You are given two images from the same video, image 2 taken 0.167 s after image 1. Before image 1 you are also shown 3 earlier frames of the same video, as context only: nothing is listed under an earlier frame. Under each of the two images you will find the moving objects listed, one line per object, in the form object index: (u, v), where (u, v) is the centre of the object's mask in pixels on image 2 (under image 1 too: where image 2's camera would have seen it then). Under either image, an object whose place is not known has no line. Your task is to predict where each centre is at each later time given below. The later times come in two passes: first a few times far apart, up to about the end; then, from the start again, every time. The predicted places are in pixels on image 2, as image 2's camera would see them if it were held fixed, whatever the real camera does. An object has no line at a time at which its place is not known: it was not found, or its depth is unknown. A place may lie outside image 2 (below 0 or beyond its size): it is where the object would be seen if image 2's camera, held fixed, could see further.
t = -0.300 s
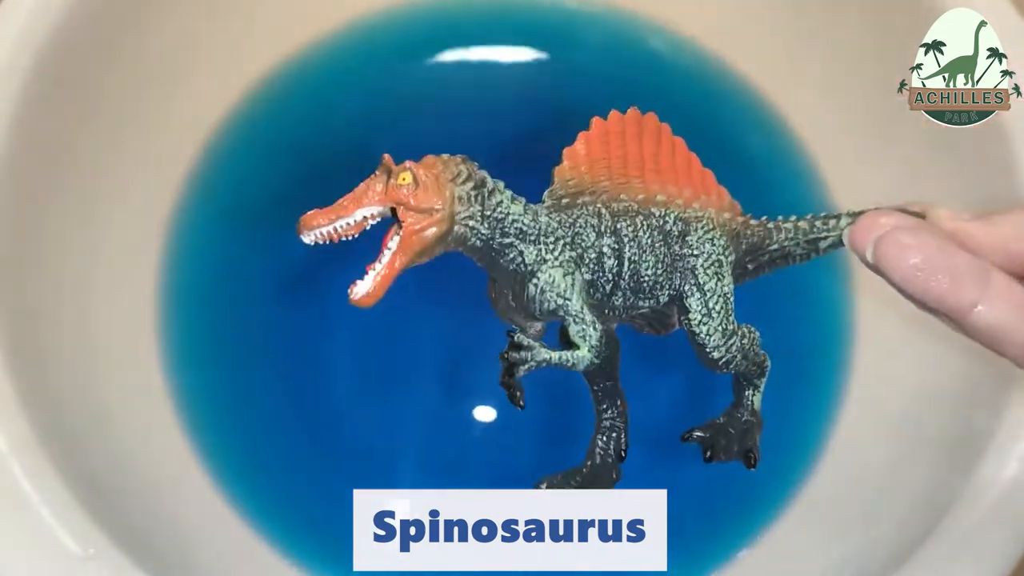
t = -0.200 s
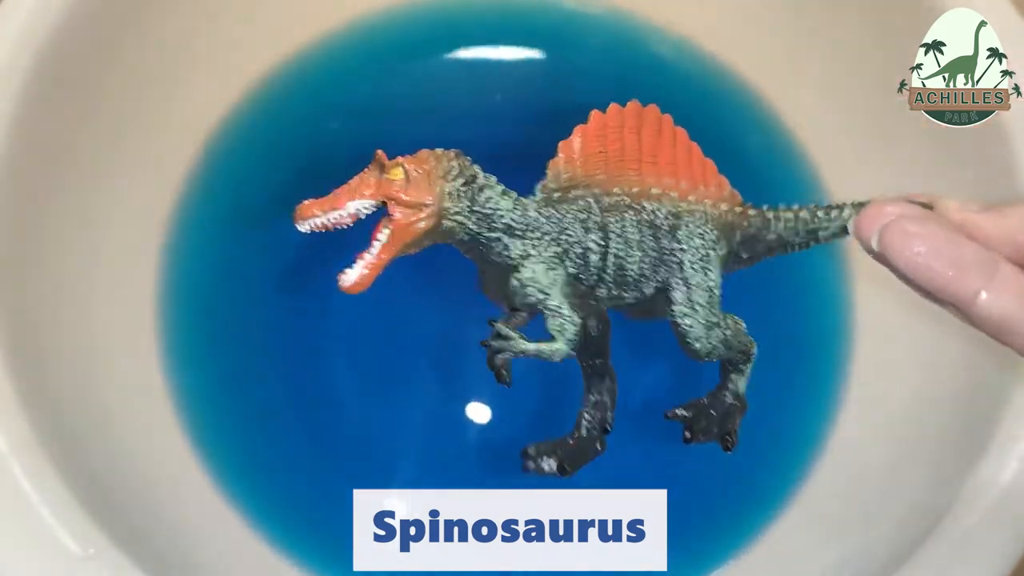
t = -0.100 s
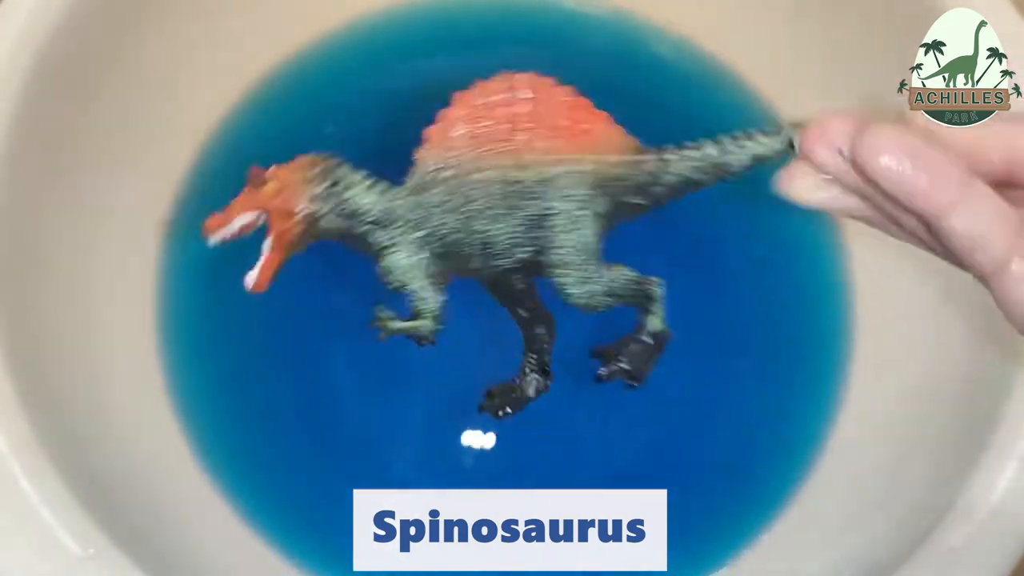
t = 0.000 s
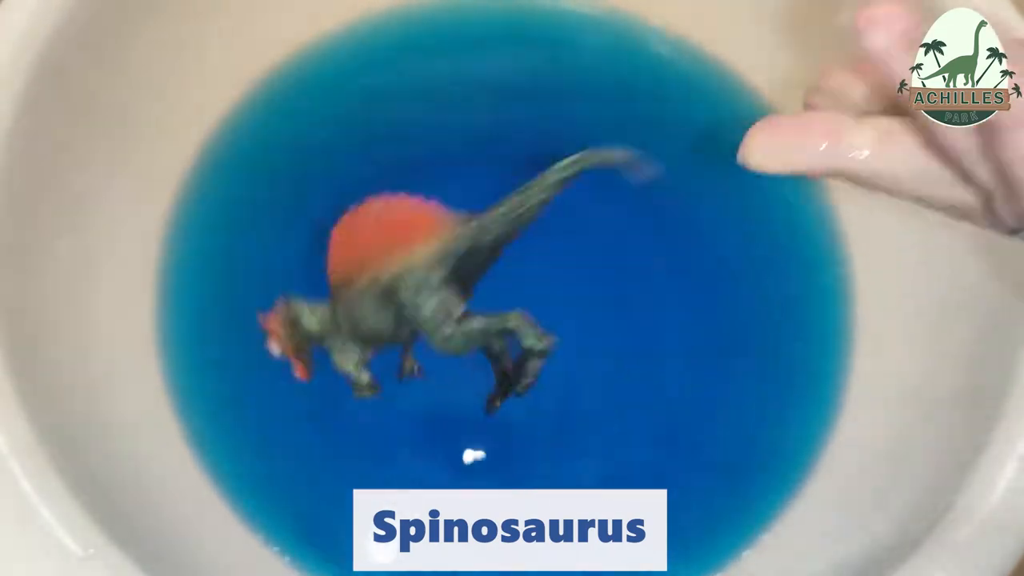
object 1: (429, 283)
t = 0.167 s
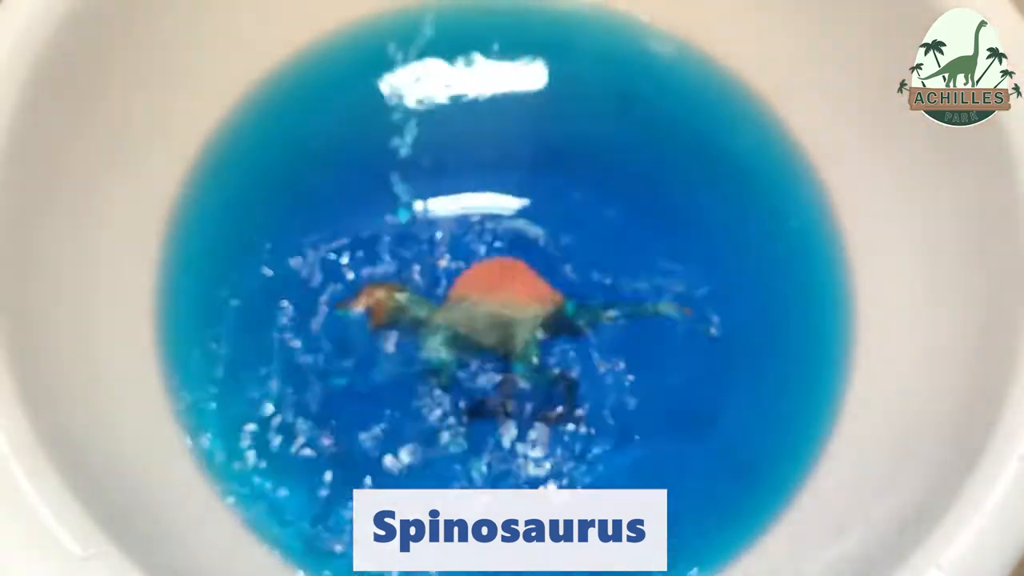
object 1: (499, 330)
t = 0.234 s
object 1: (538, 339)
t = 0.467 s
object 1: (597, 308)
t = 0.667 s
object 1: (616, 288)
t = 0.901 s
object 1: (646, 272)
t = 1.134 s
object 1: (666, 263)
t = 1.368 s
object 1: (668, 257)
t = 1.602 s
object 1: (668, 239)
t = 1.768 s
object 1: (673, 233)
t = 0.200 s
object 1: (521, 331)
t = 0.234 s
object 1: (538, 339)
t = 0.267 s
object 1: (549, 337)
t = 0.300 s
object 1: (558, 334)
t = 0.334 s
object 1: (574, 330)
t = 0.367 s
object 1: (578, 325)
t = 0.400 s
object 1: (585, 320)
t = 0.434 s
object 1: (591, 314)
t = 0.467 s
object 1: (597, 308)
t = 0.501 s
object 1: (601, 304)
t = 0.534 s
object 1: (602, 297)
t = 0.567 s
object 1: (603, 293)
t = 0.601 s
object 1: (607, 291)
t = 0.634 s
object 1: (611, 290)
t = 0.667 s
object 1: (616, 288)
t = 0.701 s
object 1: (621, 288)
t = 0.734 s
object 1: (626, 287)
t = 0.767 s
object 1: (629, 279)
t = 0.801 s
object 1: (635, 283)
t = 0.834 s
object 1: (642, 281)
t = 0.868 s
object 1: (645, 276)
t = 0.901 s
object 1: (646, 272)
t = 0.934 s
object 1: (650, 268)
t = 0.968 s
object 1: (652, 265)
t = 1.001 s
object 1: (655, 264)
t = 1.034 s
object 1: (659, 263)
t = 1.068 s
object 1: (660, 265)
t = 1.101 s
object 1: (664, 263)
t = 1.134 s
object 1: (666, 263)
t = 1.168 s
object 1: (667, 260)
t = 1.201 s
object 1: (669, 256)
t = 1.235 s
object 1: (669, 253)
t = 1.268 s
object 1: (668, 250)
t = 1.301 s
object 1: (668, 251)
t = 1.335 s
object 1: (667, 256)
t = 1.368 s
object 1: (668, 257)
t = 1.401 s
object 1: (666, 259)
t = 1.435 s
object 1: (667, 256)
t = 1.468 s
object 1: (662, 252)
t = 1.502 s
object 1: (661, 245)
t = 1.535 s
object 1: (663, 243)
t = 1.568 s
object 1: (665, 235)
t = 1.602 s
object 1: (668, 239)
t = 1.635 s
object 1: (671, 241)
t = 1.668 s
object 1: (676, 237)
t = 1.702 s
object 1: (671, 239)
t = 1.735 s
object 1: (673, 237)
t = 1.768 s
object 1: (673, 233)
